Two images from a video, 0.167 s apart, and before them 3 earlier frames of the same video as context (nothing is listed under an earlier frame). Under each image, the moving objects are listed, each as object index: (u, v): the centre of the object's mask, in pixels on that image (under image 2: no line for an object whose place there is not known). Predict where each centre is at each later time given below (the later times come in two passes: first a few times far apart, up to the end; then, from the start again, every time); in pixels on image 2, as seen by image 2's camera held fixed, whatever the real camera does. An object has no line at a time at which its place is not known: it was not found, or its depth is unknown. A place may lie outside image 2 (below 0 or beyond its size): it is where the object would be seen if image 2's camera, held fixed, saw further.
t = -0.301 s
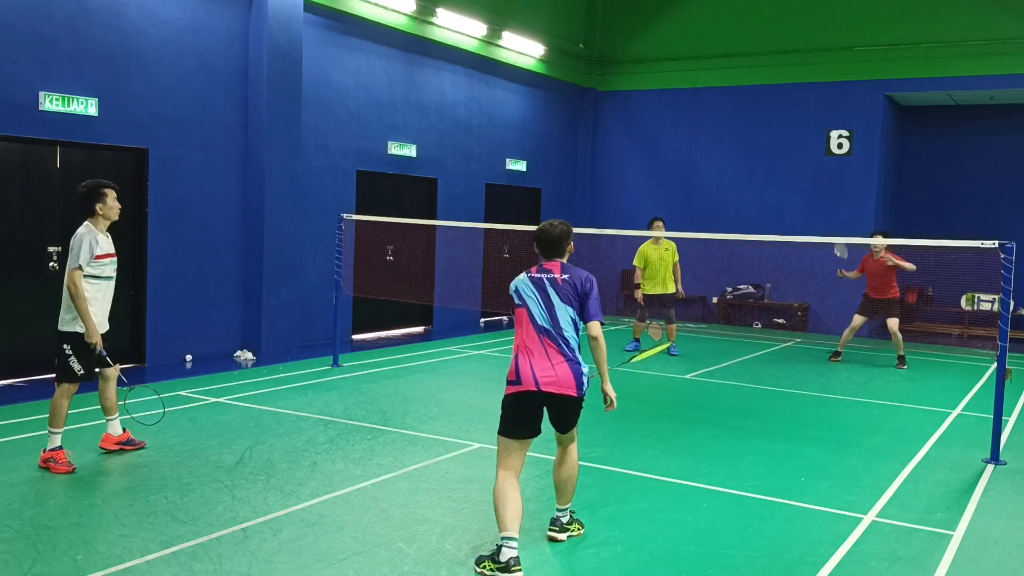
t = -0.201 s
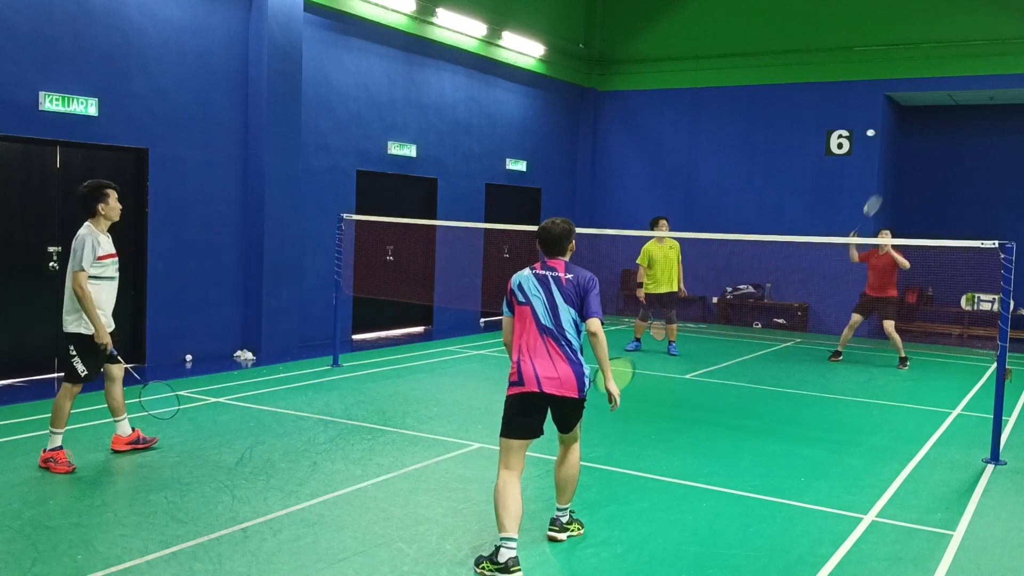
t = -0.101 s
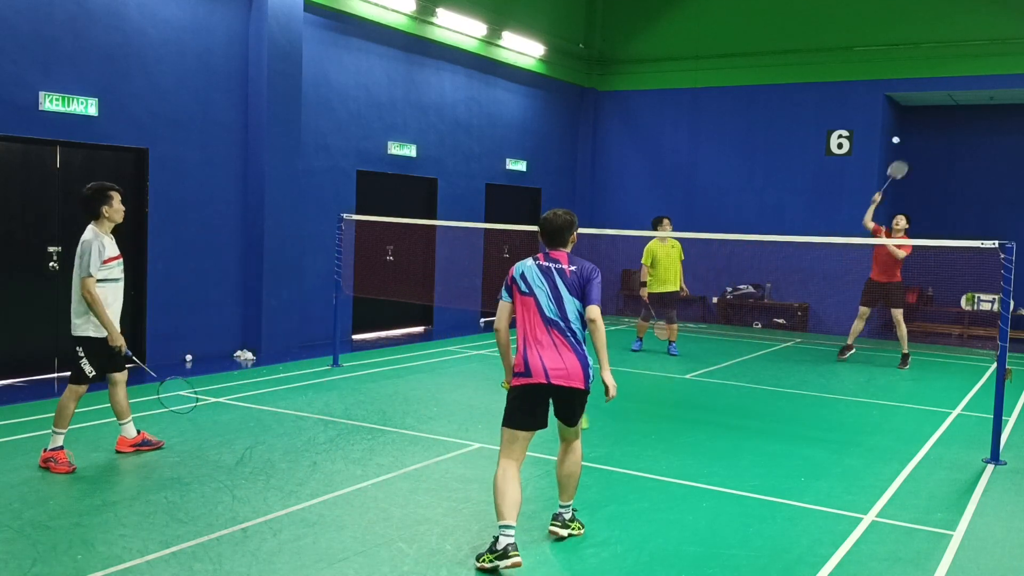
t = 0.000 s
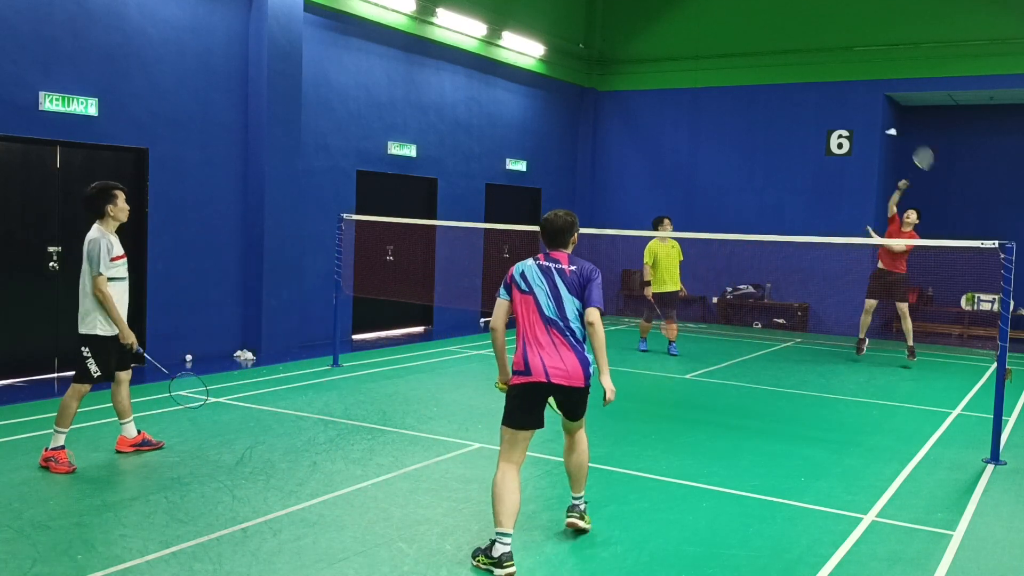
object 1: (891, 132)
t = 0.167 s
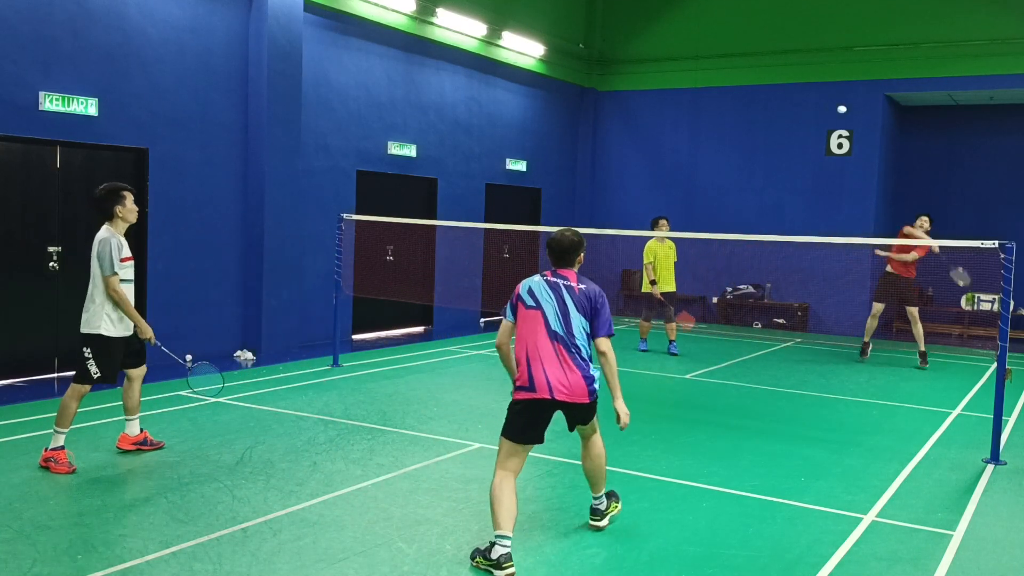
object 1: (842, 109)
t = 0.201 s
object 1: (832, 109)
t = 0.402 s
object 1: (777, 128)
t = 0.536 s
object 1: (738, 169)
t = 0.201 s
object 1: (832, 109)
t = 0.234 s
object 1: (823, 109)
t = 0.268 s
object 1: (814, 110)
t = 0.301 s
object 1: (805, 113)
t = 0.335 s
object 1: (796, 116)
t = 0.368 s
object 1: (786, 121)
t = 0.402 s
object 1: (777, 128)
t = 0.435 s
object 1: (767, 136)
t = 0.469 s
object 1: (758, 145)
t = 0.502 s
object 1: (748, 156)
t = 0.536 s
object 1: (738, 169)
